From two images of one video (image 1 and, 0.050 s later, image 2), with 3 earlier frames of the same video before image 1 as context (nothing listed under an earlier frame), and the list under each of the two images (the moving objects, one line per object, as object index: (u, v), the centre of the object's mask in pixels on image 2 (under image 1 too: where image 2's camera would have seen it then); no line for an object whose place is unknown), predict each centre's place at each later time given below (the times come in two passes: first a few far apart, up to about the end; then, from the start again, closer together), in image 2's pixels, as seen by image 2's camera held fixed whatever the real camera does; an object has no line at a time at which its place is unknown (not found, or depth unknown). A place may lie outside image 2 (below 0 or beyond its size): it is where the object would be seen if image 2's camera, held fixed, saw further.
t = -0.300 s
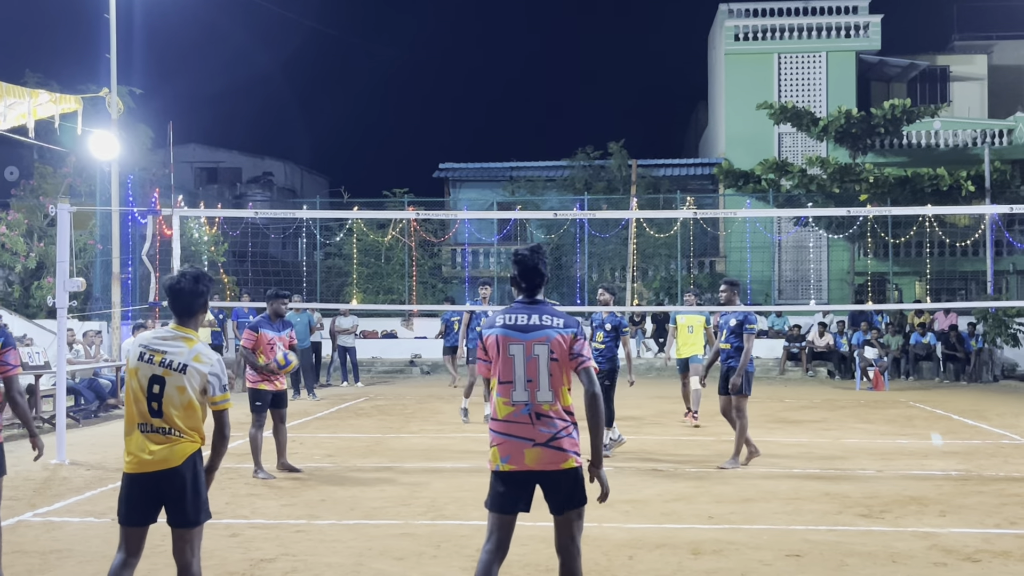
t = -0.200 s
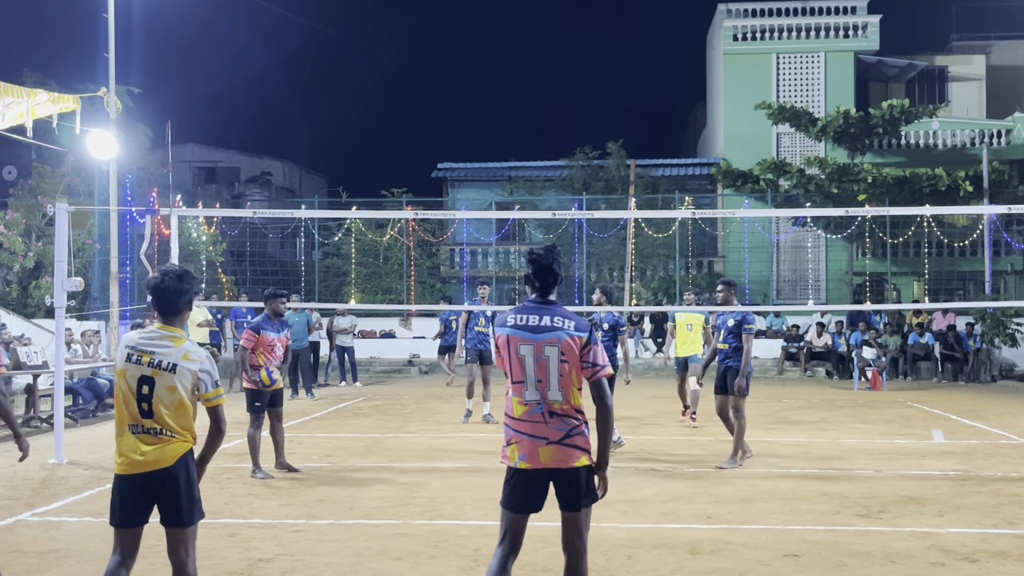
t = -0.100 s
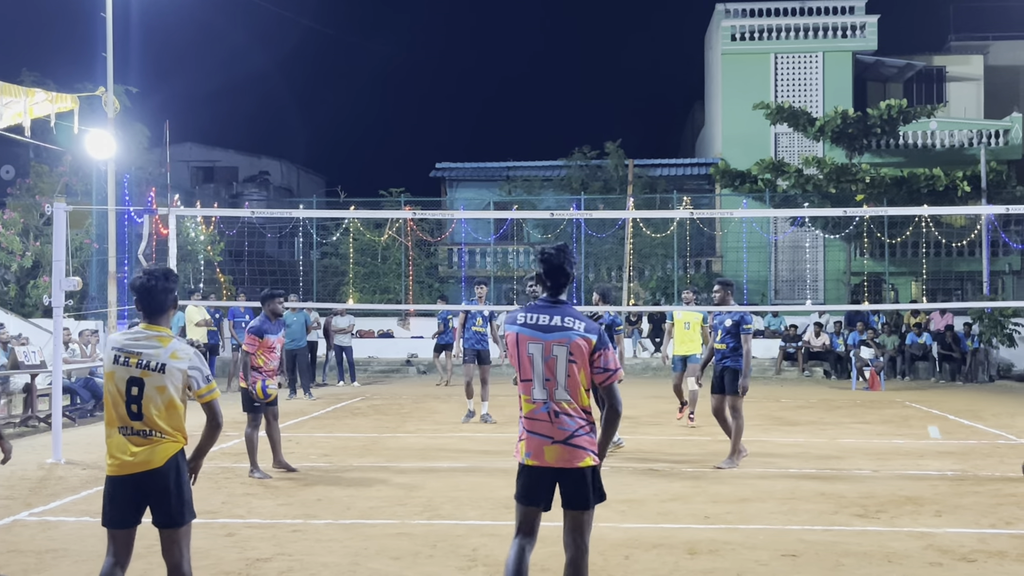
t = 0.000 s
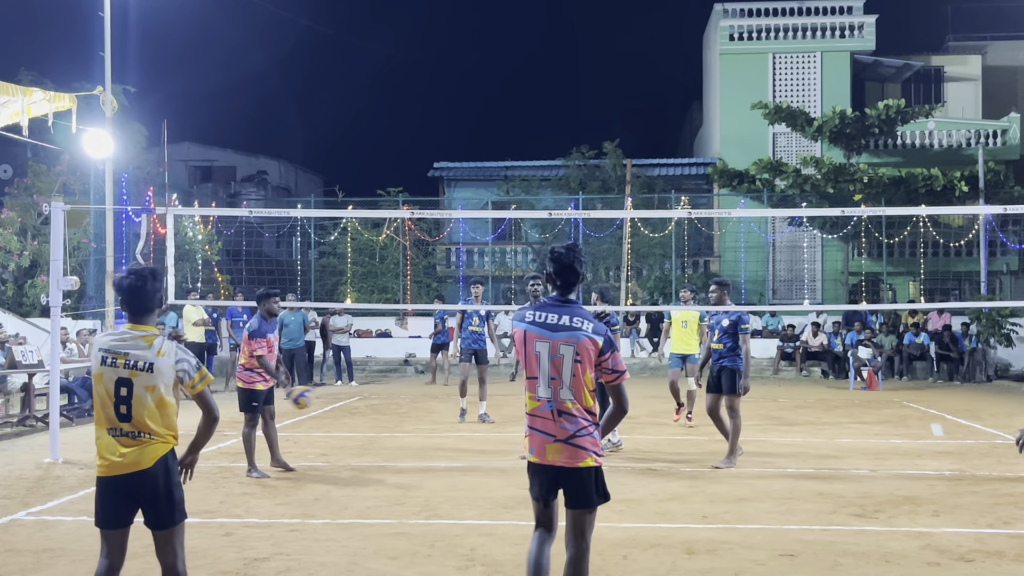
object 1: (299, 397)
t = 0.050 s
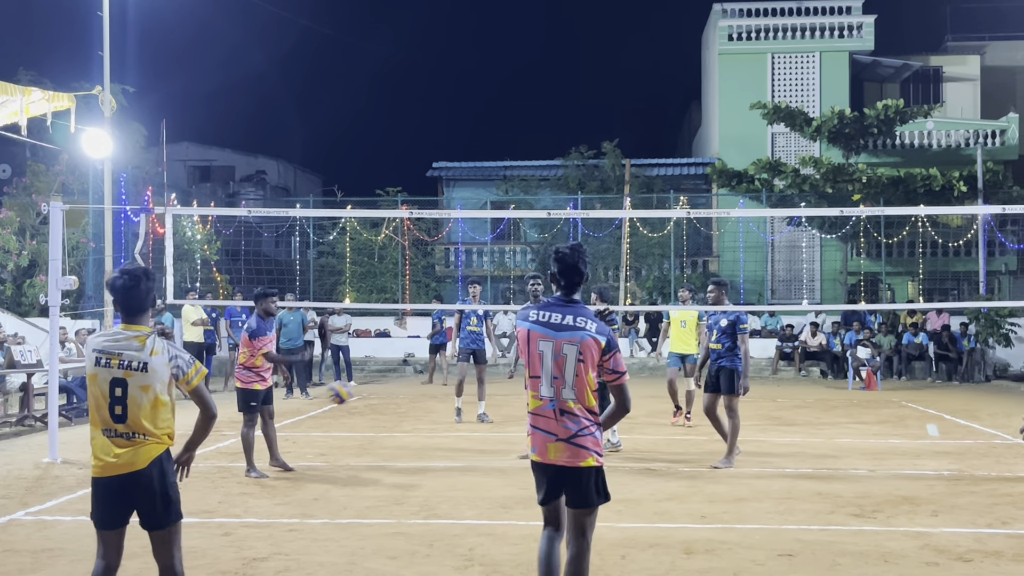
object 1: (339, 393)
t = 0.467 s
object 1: (667, 474)
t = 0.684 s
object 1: (812, 434)
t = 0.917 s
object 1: (967, 443)
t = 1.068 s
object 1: (1069, 489)
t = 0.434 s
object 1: (645, 461)
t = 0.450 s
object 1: (654, 467)
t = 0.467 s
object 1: (667, 474)
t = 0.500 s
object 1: (691, 475)
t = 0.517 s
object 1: (701, 470)
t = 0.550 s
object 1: (724, 460)
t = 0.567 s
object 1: (735, 455)
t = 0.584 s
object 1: (744, 452)
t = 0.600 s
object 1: (755, 448)
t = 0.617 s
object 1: (767, 444)
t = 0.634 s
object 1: (777, 441)
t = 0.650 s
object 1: (789, 438)
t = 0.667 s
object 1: (800, 436)
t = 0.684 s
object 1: (812, 434)
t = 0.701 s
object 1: (822, 432)
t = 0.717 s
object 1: (833, 431)
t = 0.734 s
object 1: (844, 430)
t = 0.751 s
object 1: (854, 429)
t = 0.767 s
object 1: (866, 429)
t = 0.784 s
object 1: (877, 429)
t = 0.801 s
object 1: (889, 430)
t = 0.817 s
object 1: (900, 431)
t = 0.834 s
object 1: (911, 432)
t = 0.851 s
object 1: (922, 433)
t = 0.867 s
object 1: (933, 435)
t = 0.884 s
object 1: (944, 438)
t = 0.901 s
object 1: (956, 440)
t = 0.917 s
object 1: (967, 443)
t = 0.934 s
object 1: (980, 447)
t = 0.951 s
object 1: (990, 451)
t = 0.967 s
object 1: (1001, 455)
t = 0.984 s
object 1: (1011, 459)
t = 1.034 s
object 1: (1046, 475)
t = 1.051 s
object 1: (1058, 481)
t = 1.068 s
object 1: (1069, 489)
